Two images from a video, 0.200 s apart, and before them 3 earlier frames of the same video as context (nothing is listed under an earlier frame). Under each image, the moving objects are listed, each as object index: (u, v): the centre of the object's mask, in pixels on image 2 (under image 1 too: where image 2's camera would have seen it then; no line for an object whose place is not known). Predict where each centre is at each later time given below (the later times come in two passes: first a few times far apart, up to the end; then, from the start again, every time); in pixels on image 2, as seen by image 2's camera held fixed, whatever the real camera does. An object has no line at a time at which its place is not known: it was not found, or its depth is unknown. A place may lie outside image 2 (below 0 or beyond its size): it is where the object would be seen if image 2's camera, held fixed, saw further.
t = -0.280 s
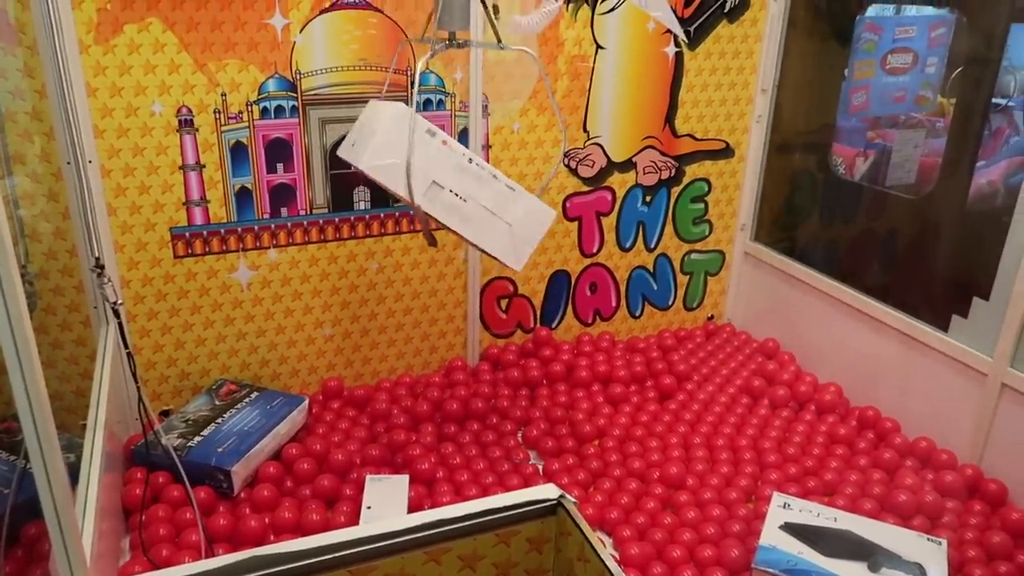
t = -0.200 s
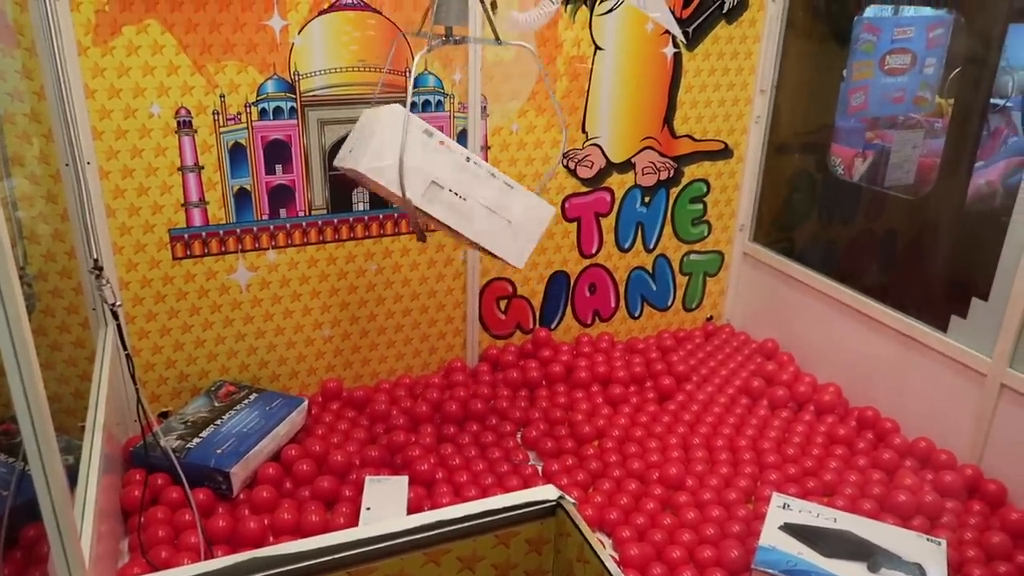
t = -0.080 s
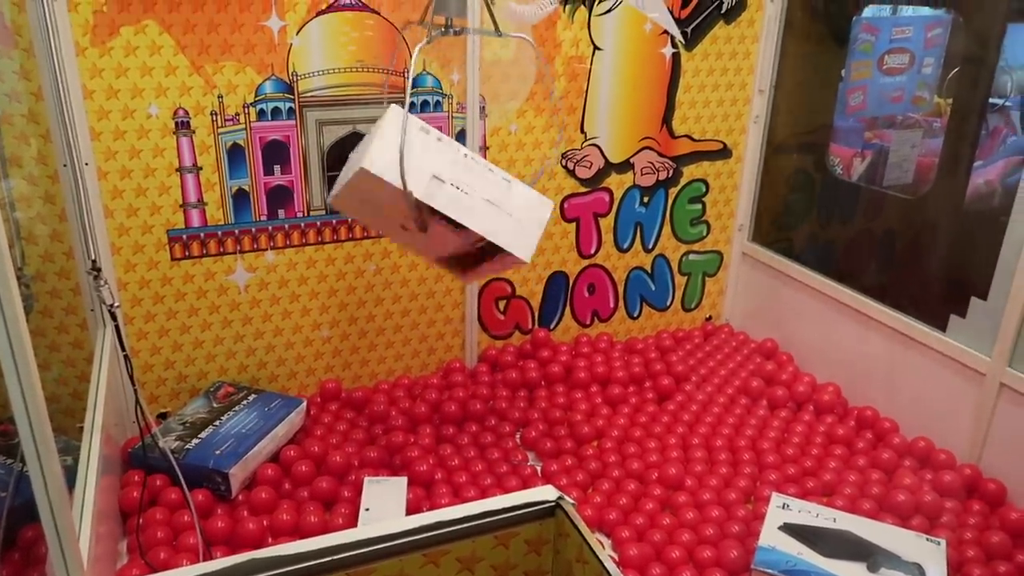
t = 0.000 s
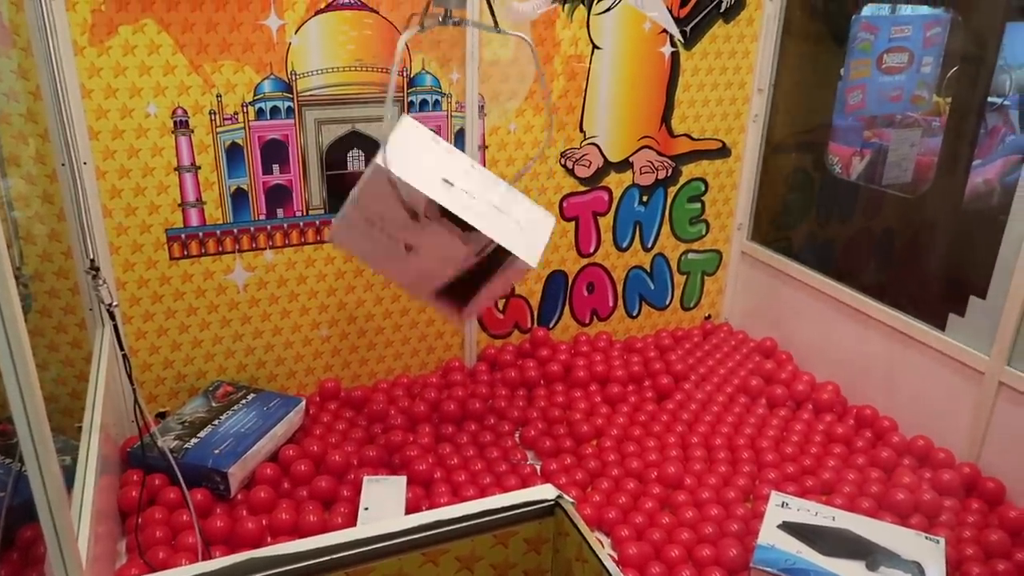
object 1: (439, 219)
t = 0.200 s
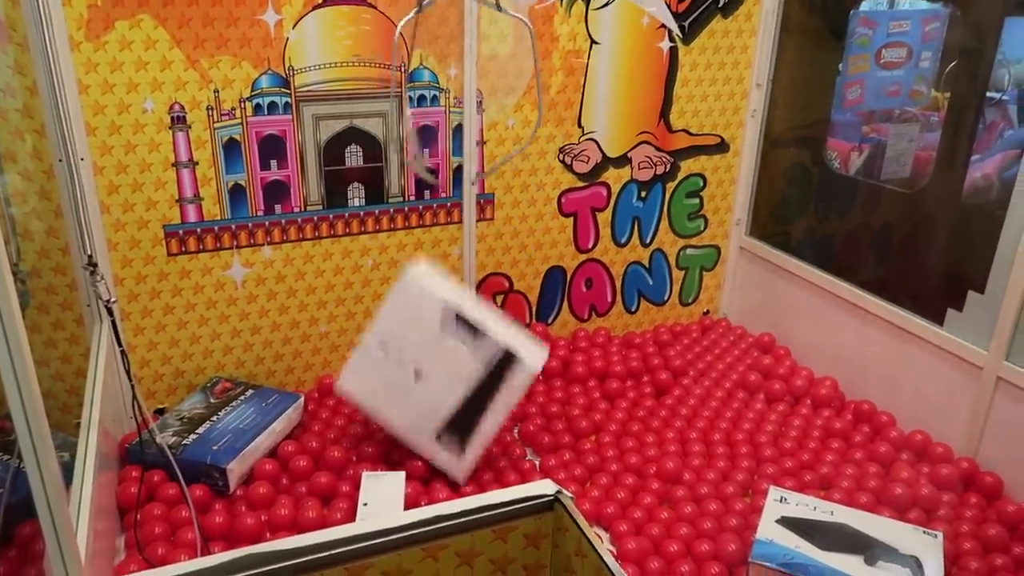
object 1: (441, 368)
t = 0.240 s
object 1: (432, 373)
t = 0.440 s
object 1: (391, 353)
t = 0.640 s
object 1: (369, 344)
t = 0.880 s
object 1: (373, 350)
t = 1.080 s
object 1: (389, 355)
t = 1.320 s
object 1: (413, 370)
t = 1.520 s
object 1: (415, 368)
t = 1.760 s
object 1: (407, 374)
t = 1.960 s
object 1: (403, 377)
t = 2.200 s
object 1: (399, 379)
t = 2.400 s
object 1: (399, 379)
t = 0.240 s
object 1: (432, 373)
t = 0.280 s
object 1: (425, 369)
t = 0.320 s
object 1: (417, 369)
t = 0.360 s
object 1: (409, 365)
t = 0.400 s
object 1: (400, 358)
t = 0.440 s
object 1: (391, 353)
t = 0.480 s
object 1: (384, 347)
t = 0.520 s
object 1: (379, 343)
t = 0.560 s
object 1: (374, 340)
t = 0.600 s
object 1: (372, 343)
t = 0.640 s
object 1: (369, 344)
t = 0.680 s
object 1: (367, 345)
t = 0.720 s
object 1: (367, 346)
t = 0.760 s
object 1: (367, 346)
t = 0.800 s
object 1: (368, 348)
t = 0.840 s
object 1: (370, 349)
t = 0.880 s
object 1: (373, 350)
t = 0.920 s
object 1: (376, 351)
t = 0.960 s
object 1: (378, 352)
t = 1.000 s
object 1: (381, 353)
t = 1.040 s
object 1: (385, 354)
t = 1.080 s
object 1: (389, 355)
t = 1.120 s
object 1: (394, 356)
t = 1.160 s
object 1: (399, 358)
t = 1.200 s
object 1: (405, 360)
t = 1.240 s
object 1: (409, 364)
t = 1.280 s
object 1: (411, 366)
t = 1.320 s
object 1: (413, 370)
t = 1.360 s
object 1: (415, 369)
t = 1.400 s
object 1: (416, 367)
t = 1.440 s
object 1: (416, 367)
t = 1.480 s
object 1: (416, 367)
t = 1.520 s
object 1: (415, 368)
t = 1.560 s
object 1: (413, 370)
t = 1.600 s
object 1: (410, 371)
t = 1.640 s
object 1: (408, 370)
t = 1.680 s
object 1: (408, 371)
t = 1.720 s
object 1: (408, 373)
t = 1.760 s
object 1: (407, 374)
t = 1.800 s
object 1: (406, 375)
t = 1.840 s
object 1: (405, 375)
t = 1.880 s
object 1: (404, 376)
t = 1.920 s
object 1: (404, 377)
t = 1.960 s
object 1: (403, 377)
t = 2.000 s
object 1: (402, 378)
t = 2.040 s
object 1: (401, 378)
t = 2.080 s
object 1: (400, 378)
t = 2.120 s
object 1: (400, 379)
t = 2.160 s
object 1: (399, 379)
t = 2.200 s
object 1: (399, 379)
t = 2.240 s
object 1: (399, 379)
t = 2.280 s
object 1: (399, 379)
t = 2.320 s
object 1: (399, 379)
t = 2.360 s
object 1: (399, 379)
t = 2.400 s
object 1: (399, 379)
